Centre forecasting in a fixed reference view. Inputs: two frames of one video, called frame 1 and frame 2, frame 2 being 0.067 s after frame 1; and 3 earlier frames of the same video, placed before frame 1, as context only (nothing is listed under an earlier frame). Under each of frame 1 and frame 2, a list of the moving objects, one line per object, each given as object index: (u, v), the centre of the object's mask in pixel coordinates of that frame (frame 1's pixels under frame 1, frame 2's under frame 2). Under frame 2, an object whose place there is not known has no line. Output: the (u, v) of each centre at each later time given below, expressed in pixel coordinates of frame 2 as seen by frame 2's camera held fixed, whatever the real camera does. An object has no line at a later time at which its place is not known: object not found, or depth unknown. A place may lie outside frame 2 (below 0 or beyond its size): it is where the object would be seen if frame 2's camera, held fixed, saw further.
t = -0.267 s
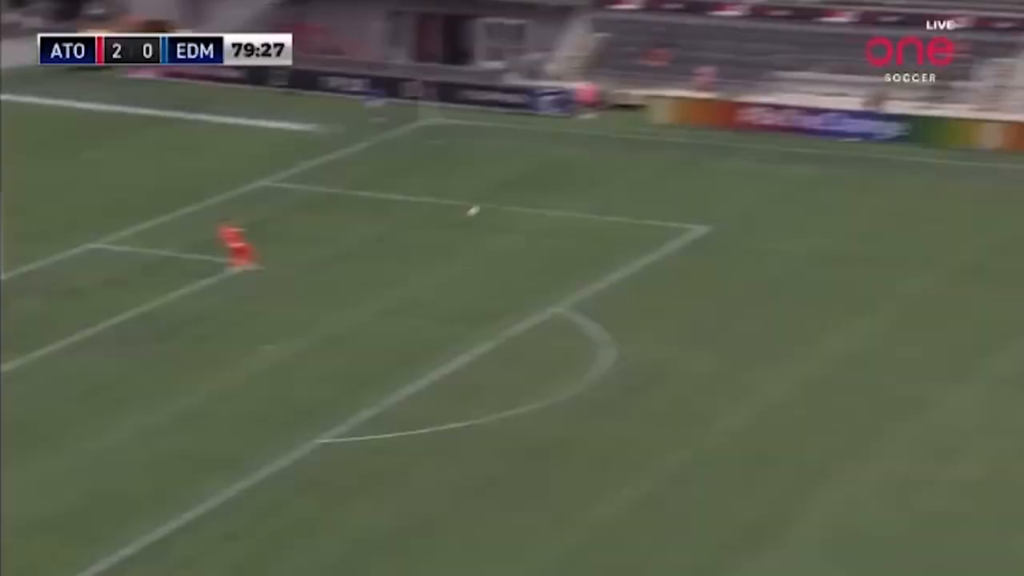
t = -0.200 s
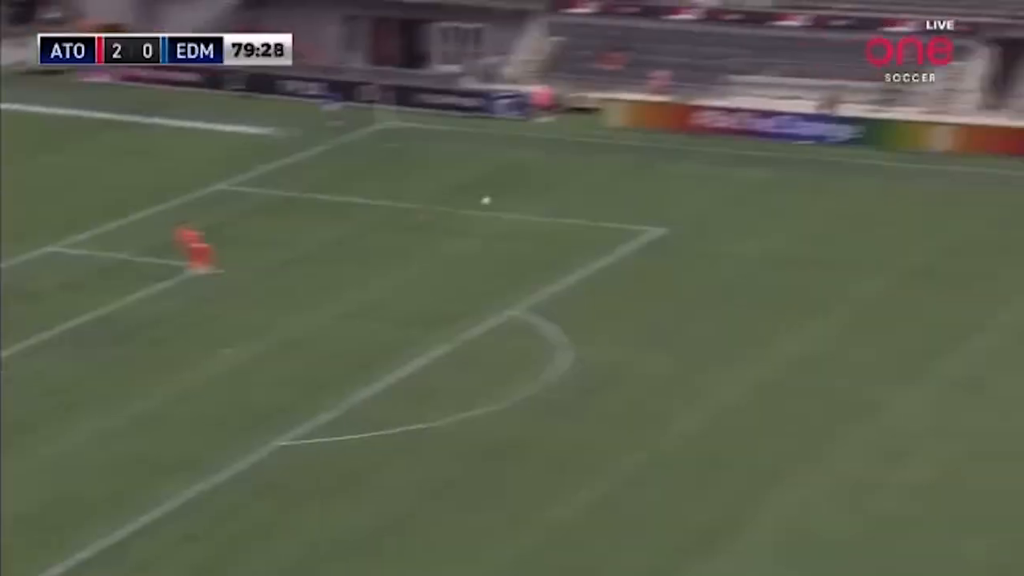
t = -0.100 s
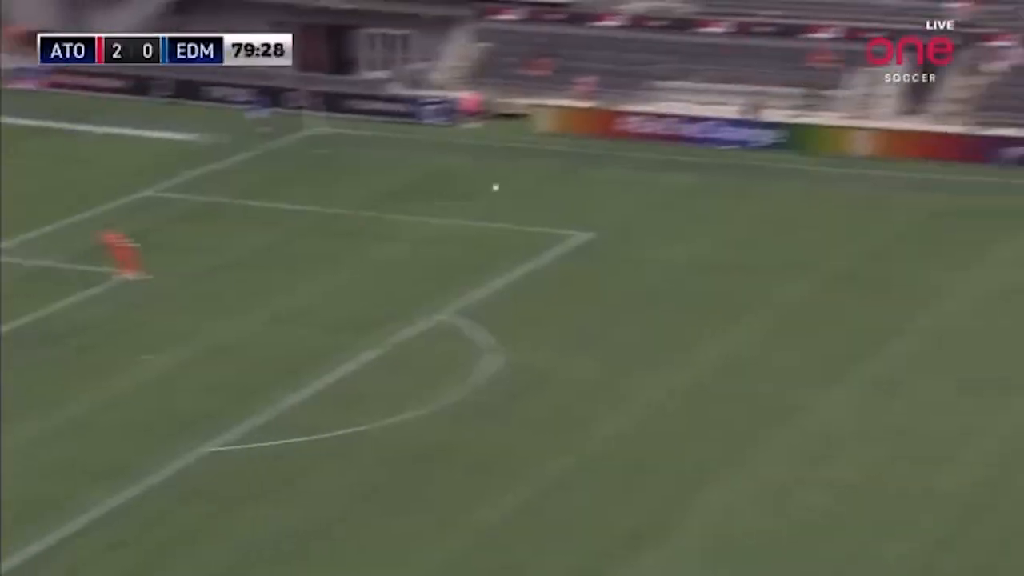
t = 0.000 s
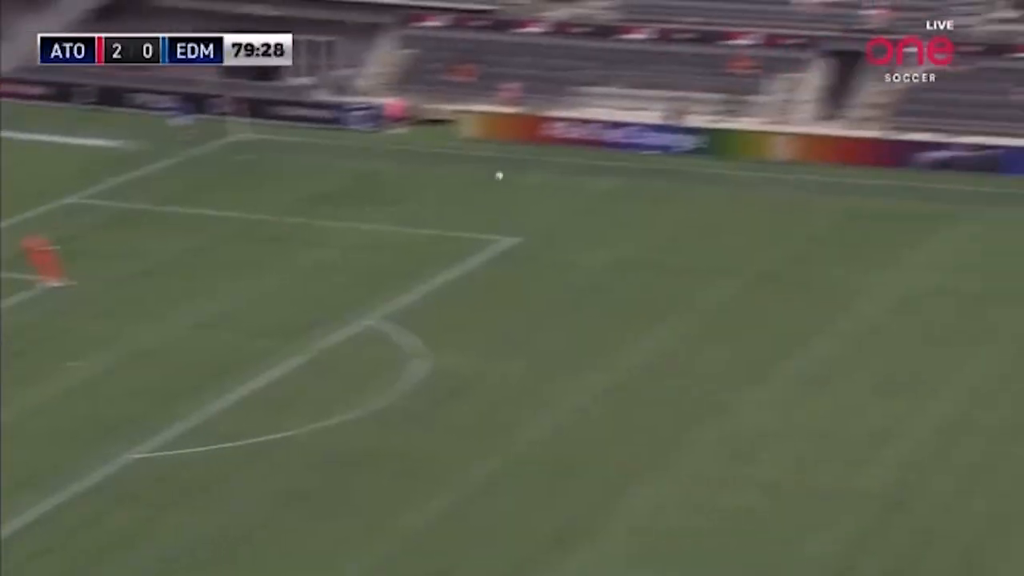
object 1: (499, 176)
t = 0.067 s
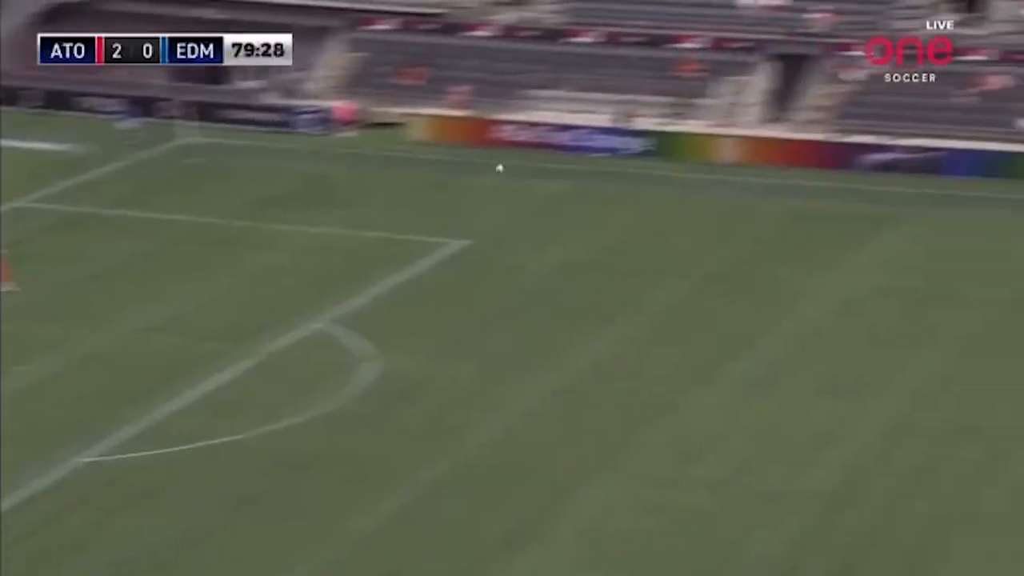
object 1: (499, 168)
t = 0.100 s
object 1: (524, 163)
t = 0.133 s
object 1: (548, 159)
